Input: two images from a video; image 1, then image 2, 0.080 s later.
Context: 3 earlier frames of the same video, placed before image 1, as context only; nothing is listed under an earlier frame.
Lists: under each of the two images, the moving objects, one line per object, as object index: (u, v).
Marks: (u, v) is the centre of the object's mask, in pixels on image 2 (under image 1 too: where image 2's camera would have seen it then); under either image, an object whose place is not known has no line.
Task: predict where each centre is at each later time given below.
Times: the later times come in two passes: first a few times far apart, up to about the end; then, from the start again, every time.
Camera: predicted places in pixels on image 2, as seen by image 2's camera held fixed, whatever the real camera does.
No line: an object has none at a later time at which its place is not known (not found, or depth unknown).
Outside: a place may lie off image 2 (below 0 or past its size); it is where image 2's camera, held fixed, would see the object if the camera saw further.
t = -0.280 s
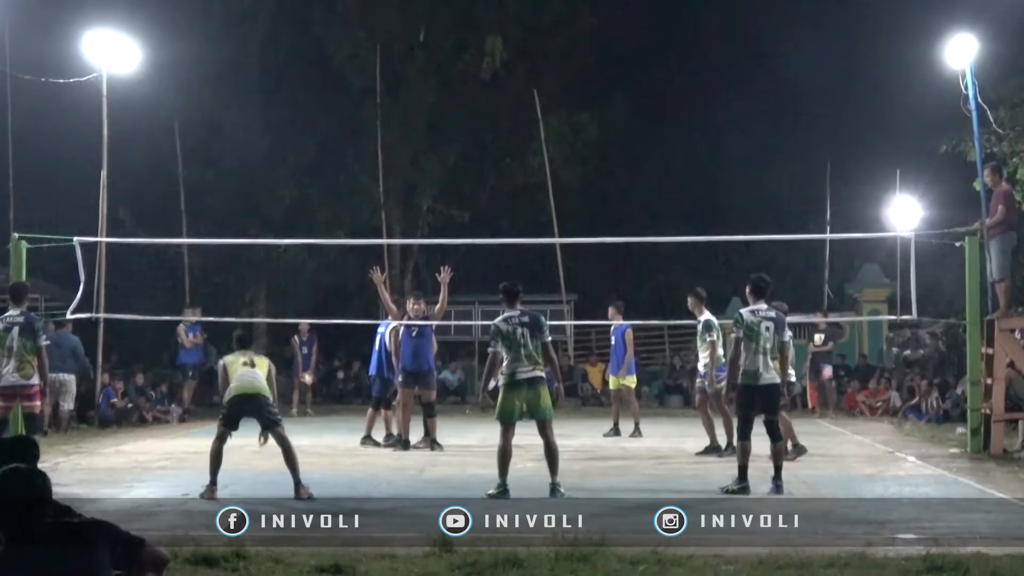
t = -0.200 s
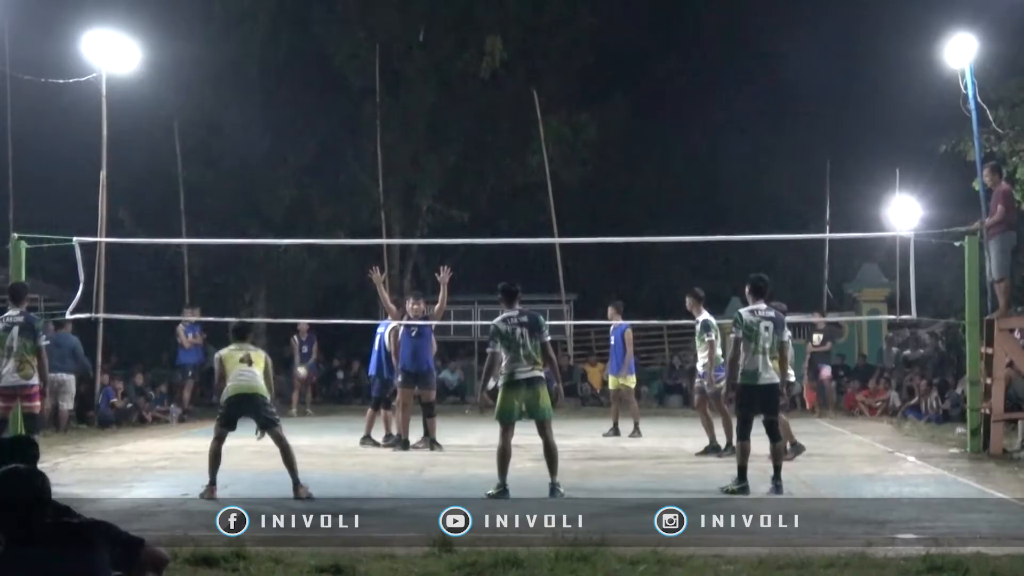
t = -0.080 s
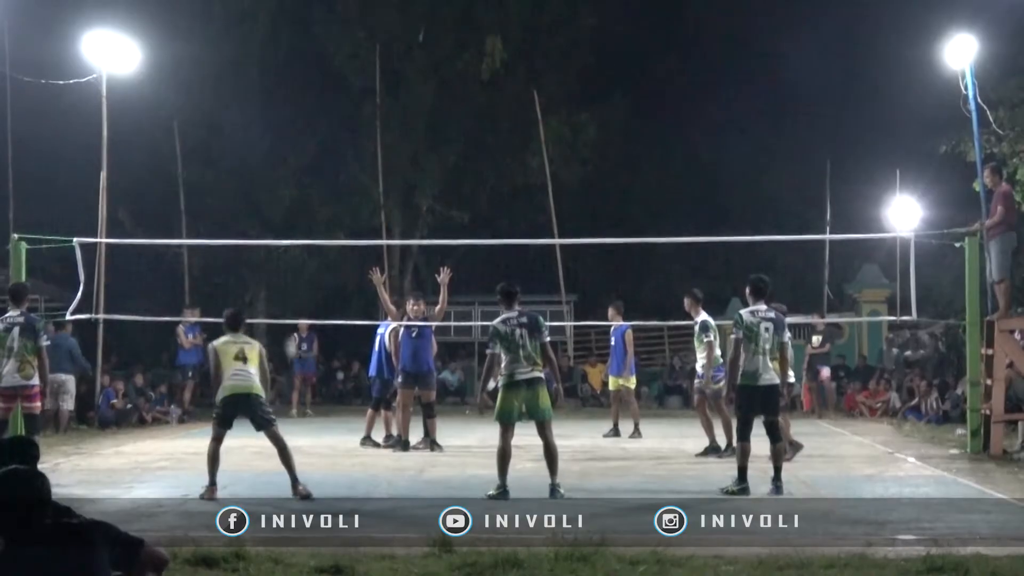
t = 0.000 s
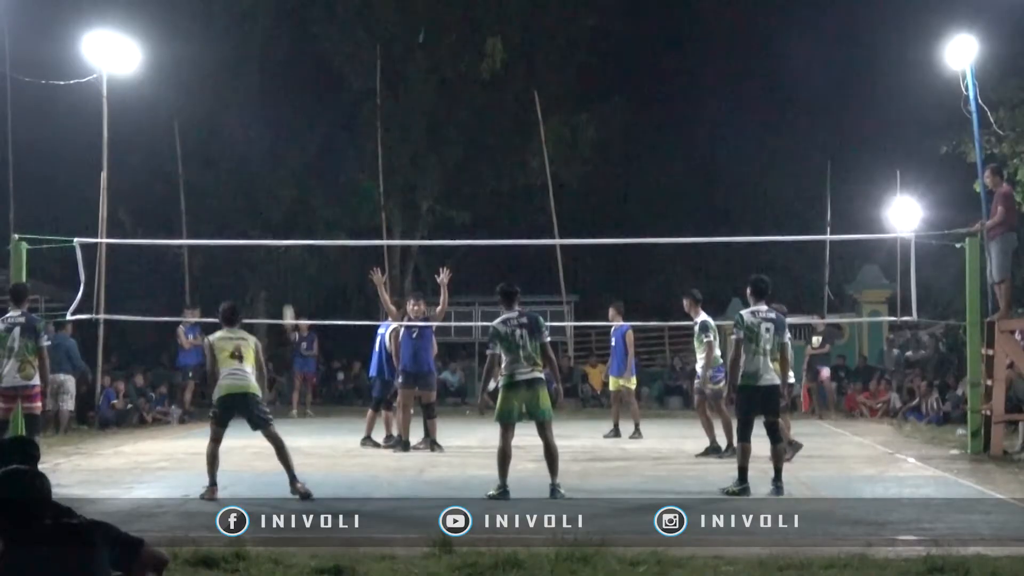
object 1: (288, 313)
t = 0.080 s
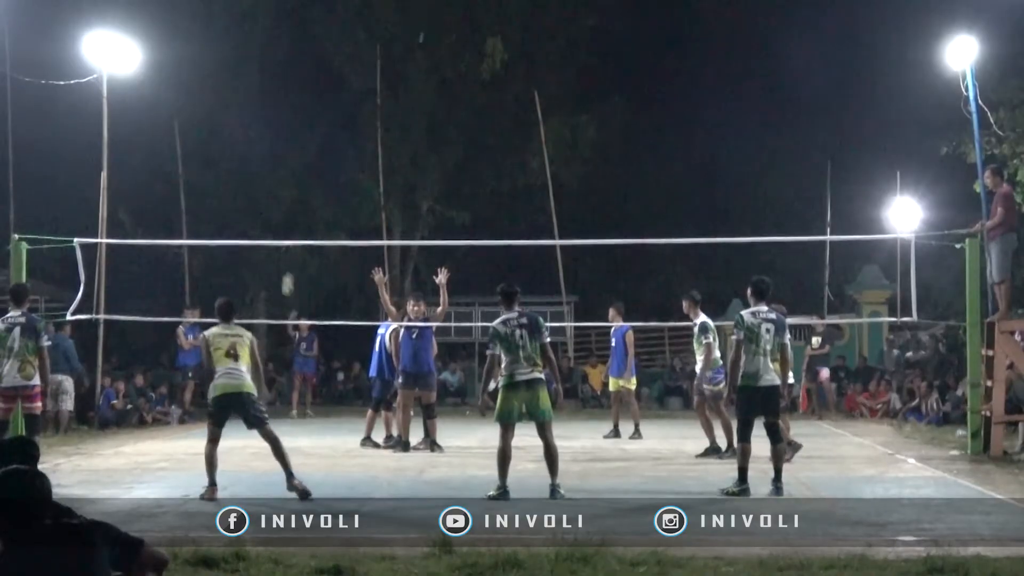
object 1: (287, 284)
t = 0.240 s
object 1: (286, 228)
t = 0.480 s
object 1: (282, 176)
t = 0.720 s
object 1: (278, 156)
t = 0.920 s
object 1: (275, 167)
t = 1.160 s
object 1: (271, 209)
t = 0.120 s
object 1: (287, 268)
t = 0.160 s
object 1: (287, 255)
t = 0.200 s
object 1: (285, 240)
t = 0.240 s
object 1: (286, 228)
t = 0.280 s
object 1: (285, 217)
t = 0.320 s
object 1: (284, 207)
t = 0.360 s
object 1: (284, 198)
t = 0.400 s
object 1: (283, 189)
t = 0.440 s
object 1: (283, 183)
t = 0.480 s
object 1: (282, 176)
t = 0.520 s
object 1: (281, 169)
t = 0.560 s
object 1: (281, 165)
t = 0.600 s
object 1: (280, 161)
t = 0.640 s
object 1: (280, 159)
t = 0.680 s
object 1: (279, 157)
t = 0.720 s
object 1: (278, 156)
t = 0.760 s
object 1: (278, 156)
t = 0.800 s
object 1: (277, 158)
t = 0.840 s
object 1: (277, 160)
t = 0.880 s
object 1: (276, 162)
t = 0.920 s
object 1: (275, 167)
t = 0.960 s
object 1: (275, 172)
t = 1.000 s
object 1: (274, 177)
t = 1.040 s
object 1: (273, 184)
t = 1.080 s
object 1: (272, 192)
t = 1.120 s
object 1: (272, 199)
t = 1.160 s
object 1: (271, 209)
